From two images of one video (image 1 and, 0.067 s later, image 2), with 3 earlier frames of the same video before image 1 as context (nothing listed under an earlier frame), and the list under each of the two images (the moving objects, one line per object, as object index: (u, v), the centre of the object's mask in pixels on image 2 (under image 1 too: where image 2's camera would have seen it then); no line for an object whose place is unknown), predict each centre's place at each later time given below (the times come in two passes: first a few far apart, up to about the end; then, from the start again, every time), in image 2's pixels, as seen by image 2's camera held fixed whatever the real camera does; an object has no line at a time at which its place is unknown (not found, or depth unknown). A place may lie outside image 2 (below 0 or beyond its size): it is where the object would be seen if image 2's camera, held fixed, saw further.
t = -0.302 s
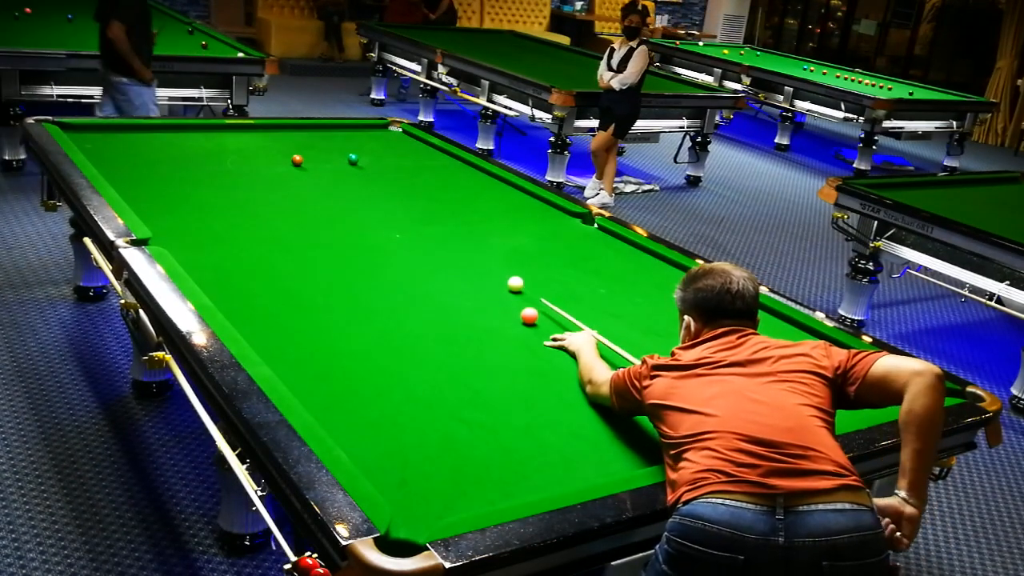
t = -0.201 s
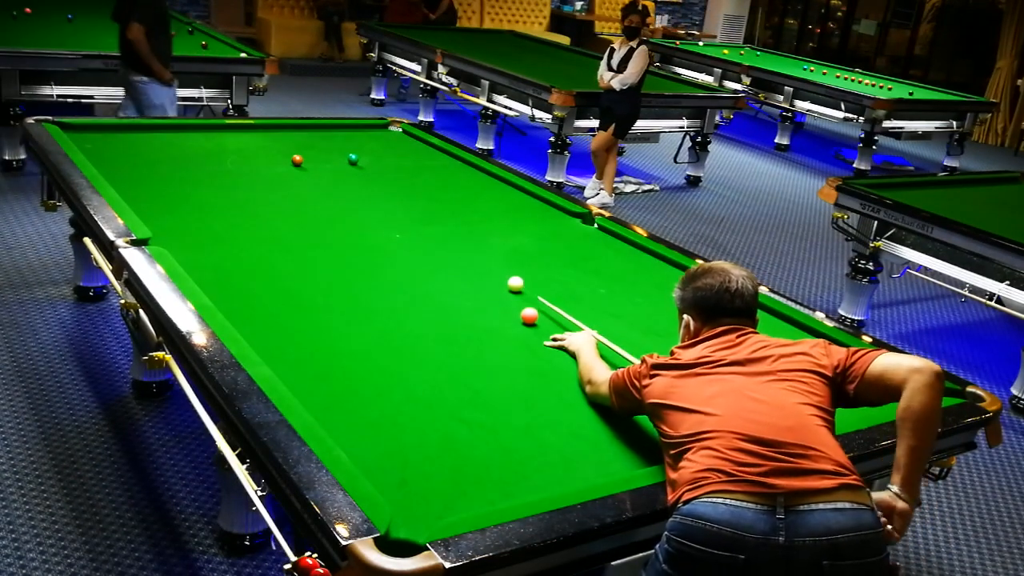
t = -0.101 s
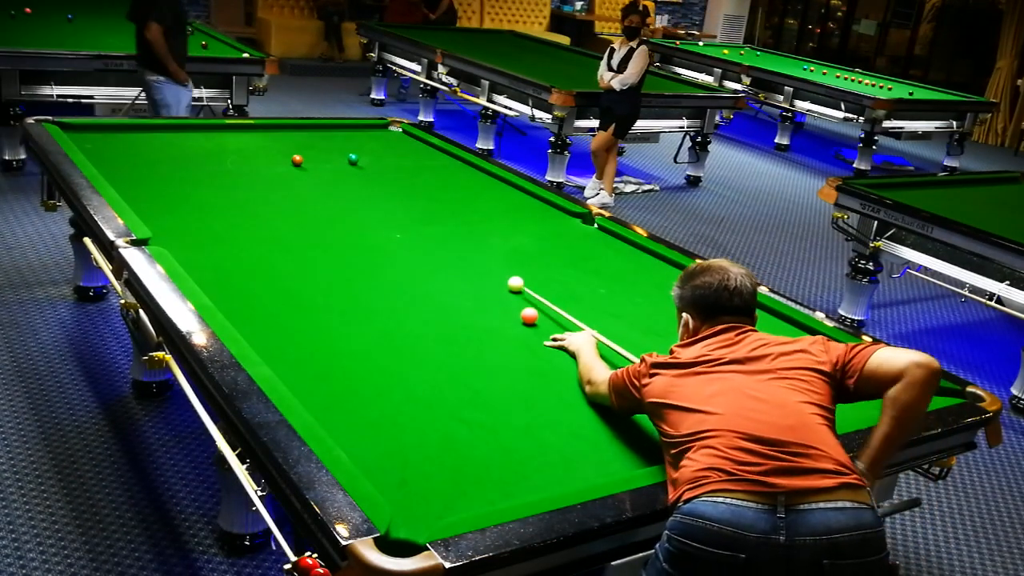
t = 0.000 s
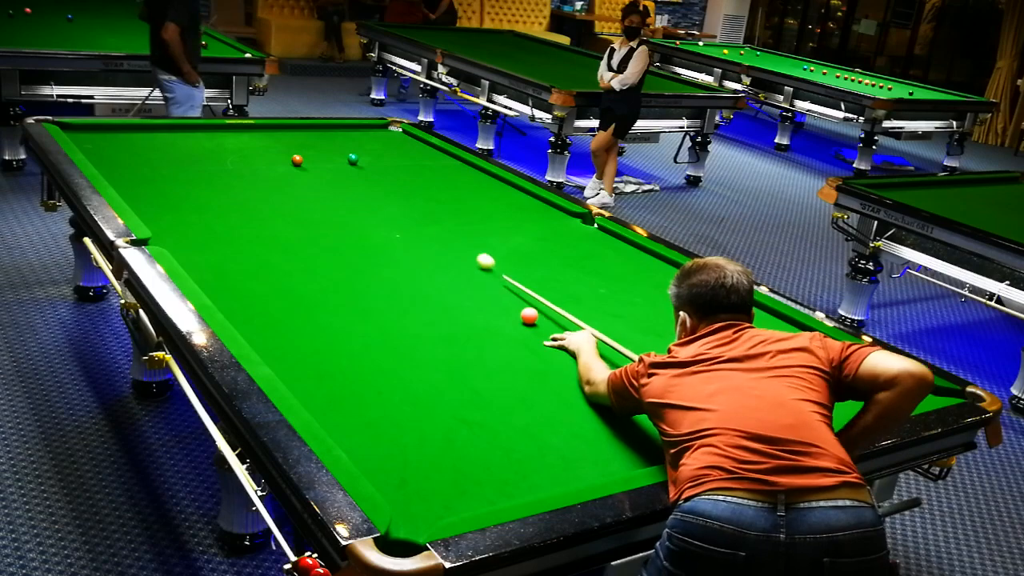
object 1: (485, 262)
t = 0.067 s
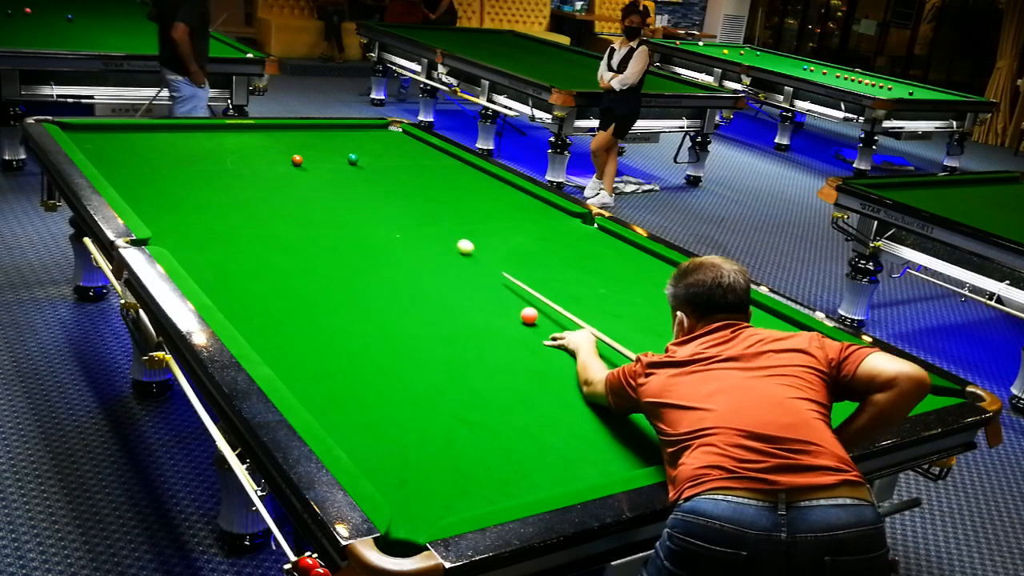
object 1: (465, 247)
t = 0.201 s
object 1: (433, 223)
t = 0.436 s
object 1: (387, 190)
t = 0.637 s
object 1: (355, 166)
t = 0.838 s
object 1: (314, 154)
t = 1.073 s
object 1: (267, 141)
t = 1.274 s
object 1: (230, 131)
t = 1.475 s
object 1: (208, 129)
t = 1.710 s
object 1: (201, 137)
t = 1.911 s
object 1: (194, 144)
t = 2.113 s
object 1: (187, 151)
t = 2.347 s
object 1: (179, 160)
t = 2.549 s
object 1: (171, 168)
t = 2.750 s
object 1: (164, 176)
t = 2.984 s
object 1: (155, 186)
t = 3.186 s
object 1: (147, 194)
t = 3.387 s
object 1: (139, 203)
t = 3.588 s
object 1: (141, 210)
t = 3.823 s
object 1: (156, 218)
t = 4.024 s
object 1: (169, 224)
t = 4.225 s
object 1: (182, 230)
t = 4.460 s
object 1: (196, 236)
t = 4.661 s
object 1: (208, 242)
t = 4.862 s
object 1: (219, 247)
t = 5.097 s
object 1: (231, 253)
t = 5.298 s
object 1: (241, 257)
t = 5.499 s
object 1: (250, 261)
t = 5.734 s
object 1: (260, 266)
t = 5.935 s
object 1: (268, 270)
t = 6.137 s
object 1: (275, 273)
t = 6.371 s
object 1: (283, 276)
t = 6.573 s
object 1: (288, 278)
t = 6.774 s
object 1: (293, 280)
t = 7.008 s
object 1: (298, 282)
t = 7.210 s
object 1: (301, 283)
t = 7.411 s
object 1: (302, 284)
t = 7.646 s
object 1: (303, 284)
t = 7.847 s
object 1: (303, 284)
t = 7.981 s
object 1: (302, 284)
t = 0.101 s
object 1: (457, 241)
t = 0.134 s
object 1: (448, 235)
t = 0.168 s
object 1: (441, 229)
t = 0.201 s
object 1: (433, 223)
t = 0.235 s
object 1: (426, 218)
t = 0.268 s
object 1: (419, 213)
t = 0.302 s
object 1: (412, 208)
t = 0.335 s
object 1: (405, 203)
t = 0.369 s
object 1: (400, 199)
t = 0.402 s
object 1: (393, 194)
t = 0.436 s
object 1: (387, 190)
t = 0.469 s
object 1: (382, 186)
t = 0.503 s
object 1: (376, 181)
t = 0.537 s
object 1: (371, 177)
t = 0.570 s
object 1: (365, 173)
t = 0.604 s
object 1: (360, 169)
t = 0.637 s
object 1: (355, 166)
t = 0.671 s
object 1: (351, 162)
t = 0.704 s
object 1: (343, 160)
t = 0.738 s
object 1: (336, 158)
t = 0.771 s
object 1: (328, 157)
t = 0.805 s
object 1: (321, 155)
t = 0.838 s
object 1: (314, 154)
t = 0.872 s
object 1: (307, 152)
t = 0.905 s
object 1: (300, 150)
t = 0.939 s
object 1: (293, 148)
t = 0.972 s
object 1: (287, 146)
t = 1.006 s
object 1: (280, 144)
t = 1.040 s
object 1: (274, 143)
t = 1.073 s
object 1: (267, 141)
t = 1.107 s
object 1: (261, 139)
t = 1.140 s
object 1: (255, 137)
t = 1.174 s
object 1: (249, 136)
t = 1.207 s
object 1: (242, 134)
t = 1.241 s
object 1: (236, 133)
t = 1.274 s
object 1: (230, 131)
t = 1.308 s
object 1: (224, 129)
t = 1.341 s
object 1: (218, 128)
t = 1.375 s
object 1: (213, 126)
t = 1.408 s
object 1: (210, 127)
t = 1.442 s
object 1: (209, 128)
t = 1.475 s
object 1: (208, 129)
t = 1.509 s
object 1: (207, 130)
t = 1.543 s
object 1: (206, 132)
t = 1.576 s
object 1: (205, 133)
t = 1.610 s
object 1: (204, 134)
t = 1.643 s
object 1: (203, 135)
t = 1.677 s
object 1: (202, 136)
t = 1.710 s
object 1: (201, 137)
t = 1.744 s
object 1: (200, 138)
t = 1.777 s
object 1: (198, 139)
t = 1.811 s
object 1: (197, 140)
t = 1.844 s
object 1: (197, 142)
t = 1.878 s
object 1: (195, 143)
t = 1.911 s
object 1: (194, 144)
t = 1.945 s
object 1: (193, 145)
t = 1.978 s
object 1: (192, 146)
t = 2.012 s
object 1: (191, 148)
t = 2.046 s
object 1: (189, 149)
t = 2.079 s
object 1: (188, 150)
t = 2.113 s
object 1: (187, 151)
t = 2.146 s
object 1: (186, 153)
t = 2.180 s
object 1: (185, 154)
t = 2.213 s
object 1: (184, 155)
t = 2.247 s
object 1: (182, 156)
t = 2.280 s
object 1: (181, 158)
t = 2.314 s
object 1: (180, 159)
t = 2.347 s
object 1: (179, 160)
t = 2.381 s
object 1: (177, 161)
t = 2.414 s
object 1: (176, 163)
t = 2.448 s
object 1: (175, 164)
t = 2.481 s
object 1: (174, 165)
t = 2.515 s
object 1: (173, 167)
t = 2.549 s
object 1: (171, 168)
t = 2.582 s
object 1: (170, 169)
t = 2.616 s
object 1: (169, 171)
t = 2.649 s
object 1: (168, 172)
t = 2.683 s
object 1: (167, 173)
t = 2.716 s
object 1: (165, 175)
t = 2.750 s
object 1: (164, 176)
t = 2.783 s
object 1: (163, 177)
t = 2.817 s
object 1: (162, 179)
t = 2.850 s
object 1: (160, 180)
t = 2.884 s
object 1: (159, 181)
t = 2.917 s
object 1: (158, 183)
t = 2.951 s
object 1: (157, 184)
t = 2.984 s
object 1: (155, 186)
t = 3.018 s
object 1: (154, 187)
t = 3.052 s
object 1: (153, 188)
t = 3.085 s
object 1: (151, 190)
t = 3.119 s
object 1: (150, 191)
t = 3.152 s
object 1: (149, 193)
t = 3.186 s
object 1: (147, 194)
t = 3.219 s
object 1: (146, 196)
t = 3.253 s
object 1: (145, 197)
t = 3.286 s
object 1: (143, 198)
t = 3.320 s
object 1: (142, 200)
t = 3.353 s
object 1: (141, 201)
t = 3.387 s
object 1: (139, 203)
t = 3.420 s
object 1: (138, 204)
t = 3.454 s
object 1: (137, 205)
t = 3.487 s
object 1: (136, 206)
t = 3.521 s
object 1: (136, 207)
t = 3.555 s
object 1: (139, 209)
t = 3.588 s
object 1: (141, 210)
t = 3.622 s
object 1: (143, 211)
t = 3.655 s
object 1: (145, 212)
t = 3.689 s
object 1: (147, 214)
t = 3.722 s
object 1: (149, 214)
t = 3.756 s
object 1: (151, 216)
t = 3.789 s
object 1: (153, 217)
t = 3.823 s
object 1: (156, 218)
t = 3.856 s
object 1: (158, 219)
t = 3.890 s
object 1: (160, 220)
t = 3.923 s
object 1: (162, 221)
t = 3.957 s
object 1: (164, 222)
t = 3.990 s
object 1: (166, 223)
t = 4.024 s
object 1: (169, 224)
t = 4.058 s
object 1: (171, 225)
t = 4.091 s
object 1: (173, 226)
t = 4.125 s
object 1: (175, 227)
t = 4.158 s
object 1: (177, 228)
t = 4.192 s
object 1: (180, 229)
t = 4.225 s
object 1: (182, 230)
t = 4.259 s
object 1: (184, 231)
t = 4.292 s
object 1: (186, 232)
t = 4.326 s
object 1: (188, 233)
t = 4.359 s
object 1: (190, 234)
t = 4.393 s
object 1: (192, 235)
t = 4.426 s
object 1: (194, 236)
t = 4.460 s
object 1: (196, 236)
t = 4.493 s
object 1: (198, 237)
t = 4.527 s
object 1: (200, 238)
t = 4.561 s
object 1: (202, 239)
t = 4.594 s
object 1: (204, 240)
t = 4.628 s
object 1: (206, 241)
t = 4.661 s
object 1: (208, 242)
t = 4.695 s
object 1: (209, 243)
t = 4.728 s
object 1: (211, 244)
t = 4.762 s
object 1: (213, 245)
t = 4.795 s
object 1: (215, 245)
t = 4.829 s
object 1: (217, 246)
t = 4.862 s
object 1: (219, 247)
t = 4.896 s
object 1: (221, 248)
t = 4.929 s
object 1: (222, 249)
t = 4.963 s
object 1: (224, 249)
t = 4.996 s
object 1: (226, 250)
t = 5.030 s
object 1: (228, 251)
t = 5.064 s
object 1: (229, 252)
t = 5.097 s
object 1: (231, 253)
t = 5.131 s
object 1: (233, 253)
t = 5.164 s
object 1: (234, 254)
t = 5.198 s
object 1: (236, 255)
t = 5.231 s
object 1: (237, 256)
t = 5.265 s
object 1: (239, 256)
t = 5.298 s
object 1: (241, 257)
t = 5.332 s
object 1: (243, 258)
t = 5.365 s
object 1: (244, 259)
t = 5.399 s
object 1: (245, 259)
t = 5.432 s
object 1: (247, 260)
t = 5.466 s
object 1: (249, 261)
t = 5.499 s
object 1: (250, 261)
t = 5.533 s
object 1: (251, 262)
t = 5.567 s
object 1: (253, 263)
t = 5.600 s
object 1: (254, 264)
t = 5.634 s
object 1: (256, 264)
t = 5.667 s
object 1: (257, 265)
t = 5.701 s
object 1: (258, 265)
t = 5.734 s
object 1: (260, 266)
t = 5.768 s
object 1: (261, 266)
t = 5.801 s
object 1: (263, 267)
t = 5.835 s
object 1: (264, 268)
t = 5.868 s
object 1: (265, 268)
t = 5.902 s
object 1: (267, 269)
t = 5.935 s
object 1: (268, 270)
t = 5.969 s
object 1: (269, 270)
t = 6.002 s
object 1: (270, 271)
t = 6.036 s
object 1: (271, 271)
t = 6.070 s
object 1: (272, 272)
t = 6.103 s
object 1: (274, 272)
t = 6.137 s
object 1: (275, 273)
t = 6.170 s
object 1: (276, 273)
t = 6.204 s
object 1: (278, 274)
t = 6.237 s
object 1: (279, 274)
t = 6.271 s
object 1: (279, 275)
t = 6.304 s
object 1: (281, 275)
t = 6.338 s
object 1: (282, 276)
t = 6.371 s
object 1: (283, 276)
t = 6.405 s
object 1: (284, 277)
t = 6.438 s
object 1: (285, 277)
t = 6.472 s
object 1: (286, 277)
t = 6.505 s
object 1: (286, 278)
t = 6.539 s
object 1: (288, 278)
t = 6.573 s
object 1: (288, 278)
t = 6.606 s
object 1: (289, 279)
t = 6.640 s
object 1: (290, 279)
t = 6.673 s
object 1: (291, 280)
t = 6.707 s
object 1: (292, 280)
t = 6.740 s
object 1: (293, 280)
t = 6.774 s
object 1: (293, 280)
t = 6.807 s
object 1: (294, 281)
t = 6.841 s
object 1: (295, 281)
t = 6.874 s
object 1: (295, 281)
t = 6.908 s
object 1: (296, 281)
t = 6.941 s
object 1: (297, 282)
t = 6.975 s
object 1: (297, 282)
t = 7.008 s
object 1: (298, 282)
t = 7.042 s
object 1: (299, 282)
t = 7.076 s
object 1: (299, 283)
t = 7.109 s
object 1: (299, 283)
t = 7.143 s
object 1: (300, 283)
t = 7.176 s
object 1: (300, 283)
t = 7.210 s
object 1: (301, 283)
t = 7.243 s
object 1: (301, 284)
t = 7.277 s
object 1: (301, 284)
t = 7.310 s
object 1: (302, 284)
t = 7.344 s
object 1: (302, 284)
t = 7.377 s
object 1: (302, 284)
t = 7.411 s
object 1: (302, 284)
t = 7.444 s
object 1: (303, 284)
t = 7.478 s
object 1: (303, 284)
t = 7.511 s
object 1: (303, 284)
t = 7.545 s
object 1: (303, 284)
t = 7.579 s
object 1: (303, 284)
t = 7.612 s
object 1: (303, 284)
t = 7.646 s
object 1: (303, 284)
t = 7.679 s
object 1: (303, 284)
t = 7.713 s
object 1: (303, 284)
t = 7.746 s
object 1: (303, 284)
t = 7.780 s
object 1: (303, 284)
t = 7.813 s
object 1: (303, 284)
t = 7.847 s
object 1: (303, 284)
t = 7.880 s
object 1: (303, 284)
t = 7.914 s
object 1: (303, 284)
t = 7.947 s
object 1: (303, 284)
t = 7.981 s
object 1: (302, 284)
